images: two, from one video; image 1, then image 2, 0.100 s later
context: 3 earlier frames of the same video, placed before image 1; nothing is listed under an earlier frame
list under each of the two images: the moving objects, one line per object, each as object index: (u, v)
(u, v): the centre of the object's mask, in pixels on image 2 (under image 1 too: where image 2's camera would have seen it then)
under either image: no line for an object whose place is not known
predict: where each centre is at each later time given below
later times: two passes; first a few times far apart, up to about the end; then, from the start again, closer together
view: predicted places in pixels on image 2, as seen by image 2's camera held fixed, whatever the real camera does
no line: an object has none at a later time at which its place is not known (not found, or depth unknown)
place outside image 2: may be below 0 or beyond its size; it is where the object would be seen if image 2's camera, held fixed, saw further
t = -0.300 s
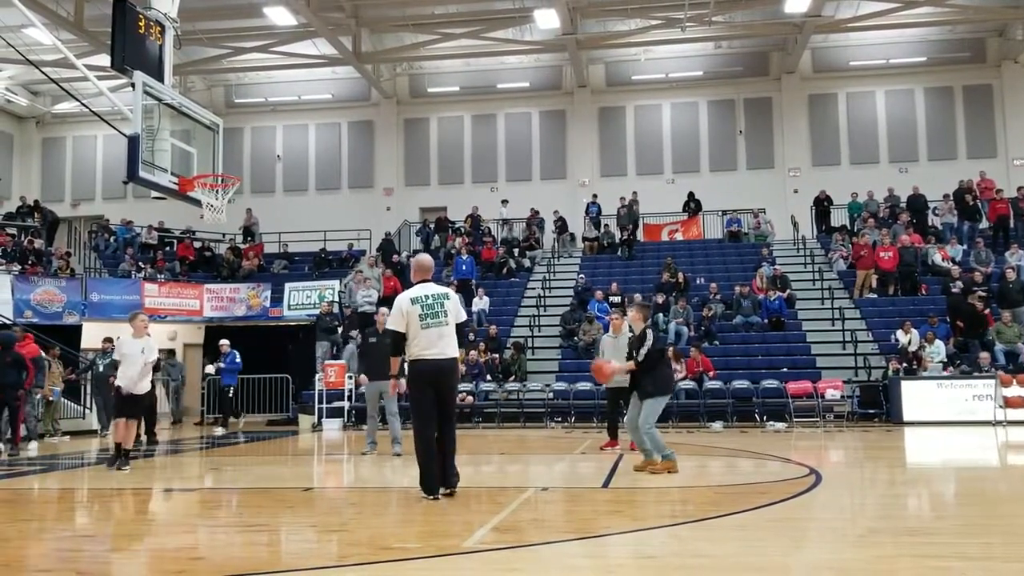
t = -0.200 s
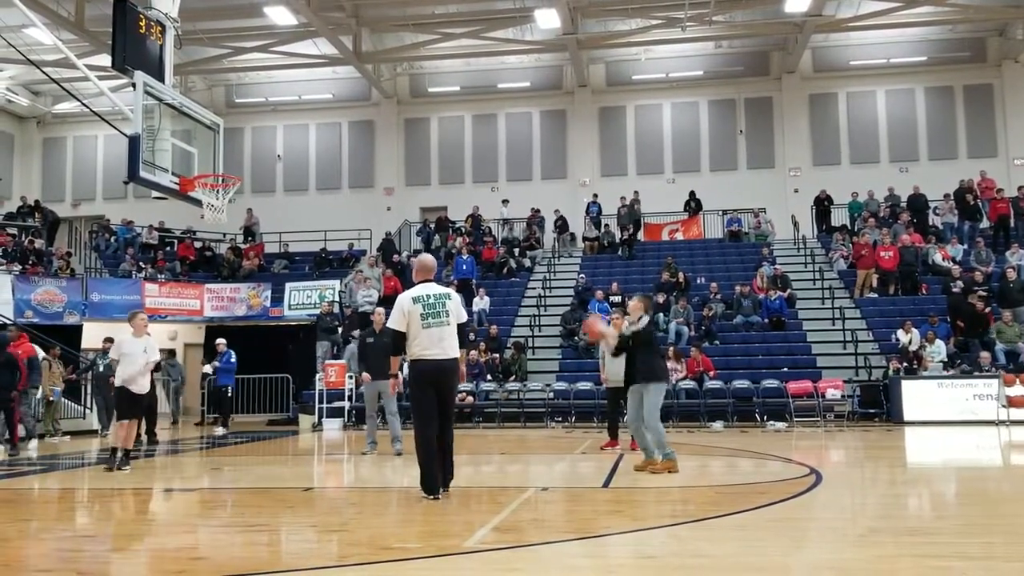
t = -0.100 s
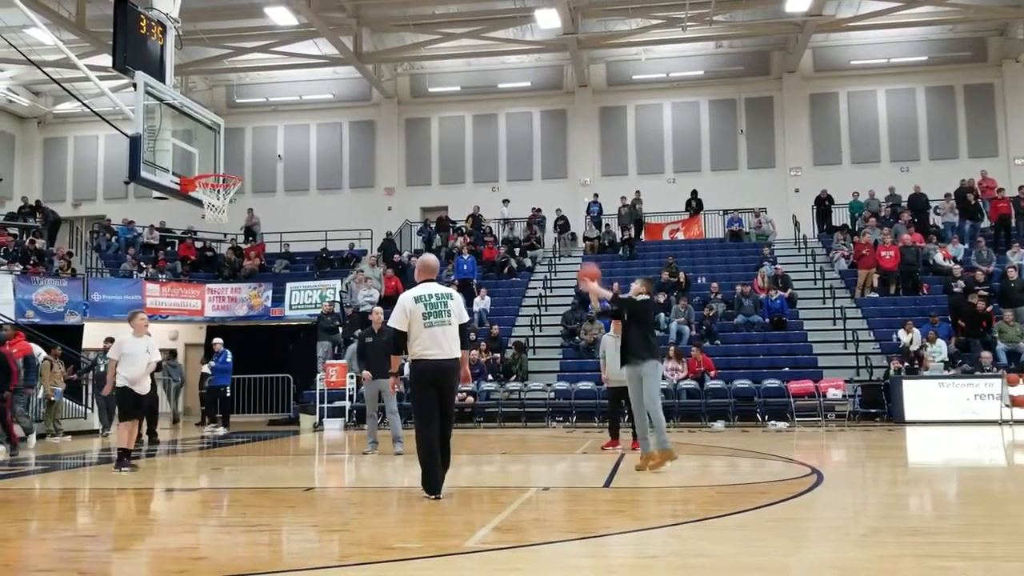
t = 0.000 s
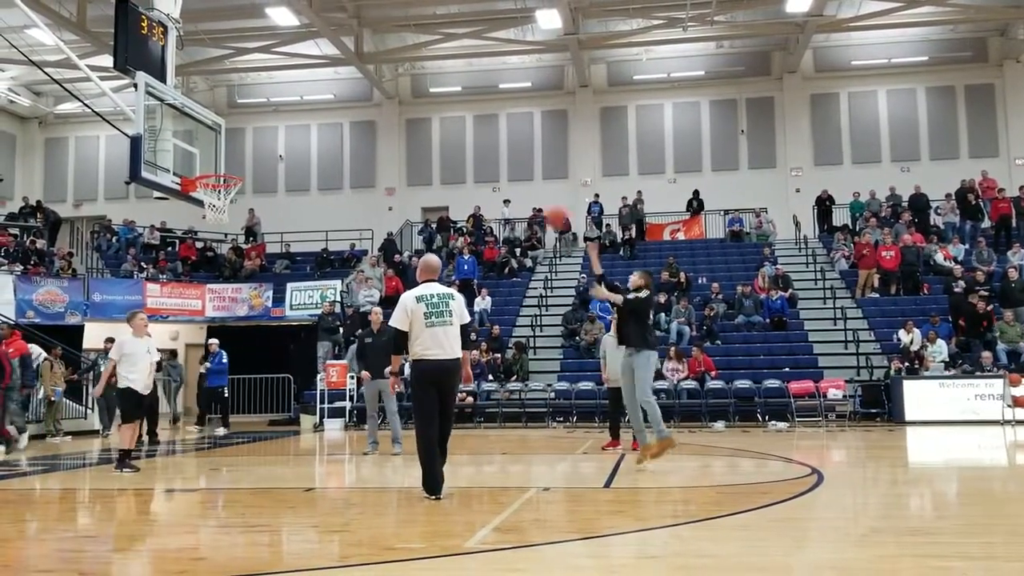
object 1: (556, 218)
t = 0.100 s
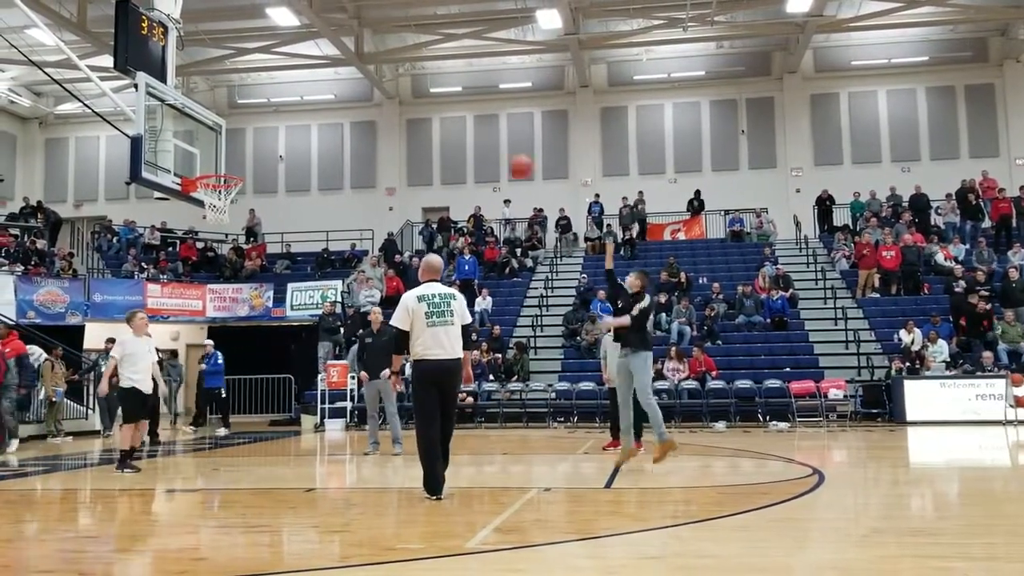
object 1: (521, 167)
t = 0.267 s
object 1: (462, 110)
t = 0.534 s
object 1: (376, 68)
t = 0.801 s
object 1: (294, 93)
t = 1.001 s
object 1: (235, 152)
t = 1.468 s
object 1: (238, 215)
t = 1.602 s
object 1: (247, 248)
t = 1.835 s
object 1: (260, 345)
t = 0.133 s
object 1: (509, 152)
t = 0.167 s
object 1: (496, 140)
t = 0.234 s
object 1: (473, 117)
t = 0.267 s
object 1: (462, 110)
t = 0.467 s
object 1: (398, 72)
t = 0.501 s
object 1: (387, 69)
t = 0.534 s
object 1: (376, 68)
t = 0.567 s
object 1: (367, 67)
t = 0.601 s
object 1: (355, 68)
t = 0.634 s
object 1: (346, 70)
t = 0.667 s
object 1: (334, 72)
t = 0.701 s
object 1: (324, 76)
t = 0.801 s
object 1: (294, 93)
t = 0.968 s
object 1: (244, 140)
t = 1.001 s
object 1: (235, 152)
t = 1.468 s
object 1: (238, 215)
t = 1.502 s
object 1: (240, 221)
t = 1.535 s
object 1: (243, 230)
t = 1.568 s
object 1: (245, 239)
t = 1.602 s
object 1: (247, 248)
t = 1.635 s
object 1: (250, 257)
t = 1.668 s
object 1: (252, 269)
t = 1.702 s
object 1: (253, 280)
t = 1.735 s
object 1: (255, 295)
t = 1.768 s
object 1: (257, 313)
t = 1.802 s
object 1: (259, 329)
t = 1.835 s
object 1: (260, 345)
